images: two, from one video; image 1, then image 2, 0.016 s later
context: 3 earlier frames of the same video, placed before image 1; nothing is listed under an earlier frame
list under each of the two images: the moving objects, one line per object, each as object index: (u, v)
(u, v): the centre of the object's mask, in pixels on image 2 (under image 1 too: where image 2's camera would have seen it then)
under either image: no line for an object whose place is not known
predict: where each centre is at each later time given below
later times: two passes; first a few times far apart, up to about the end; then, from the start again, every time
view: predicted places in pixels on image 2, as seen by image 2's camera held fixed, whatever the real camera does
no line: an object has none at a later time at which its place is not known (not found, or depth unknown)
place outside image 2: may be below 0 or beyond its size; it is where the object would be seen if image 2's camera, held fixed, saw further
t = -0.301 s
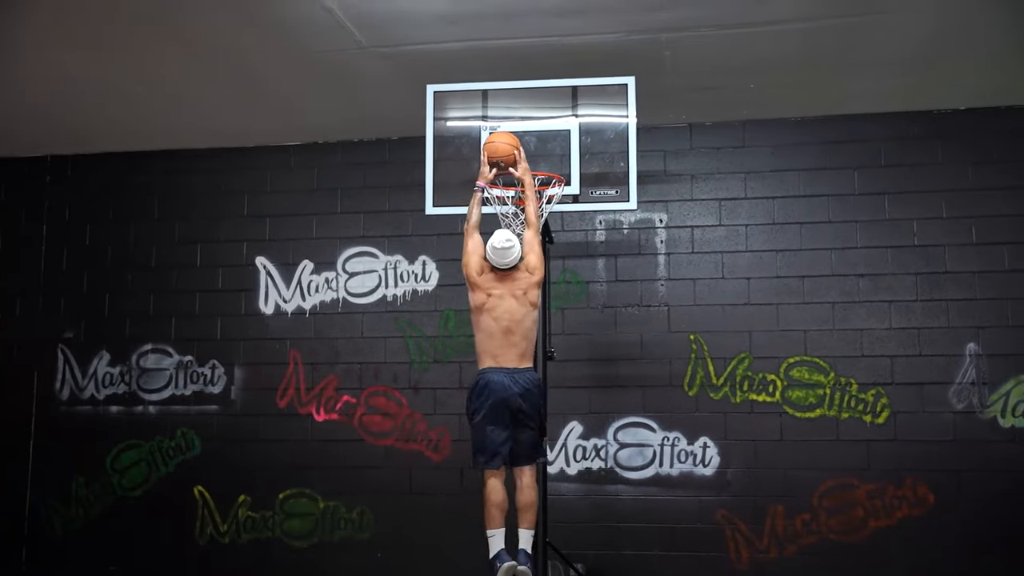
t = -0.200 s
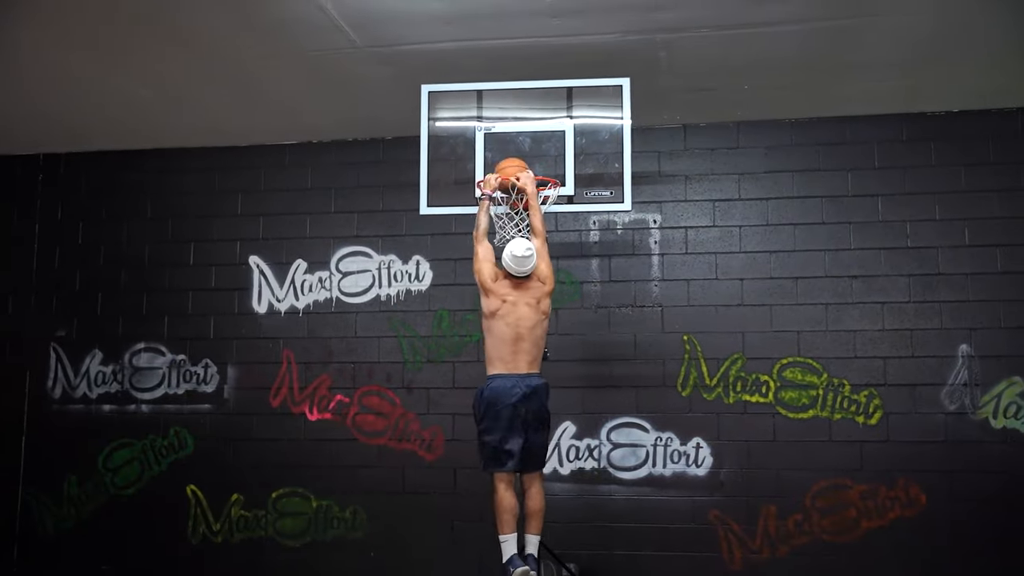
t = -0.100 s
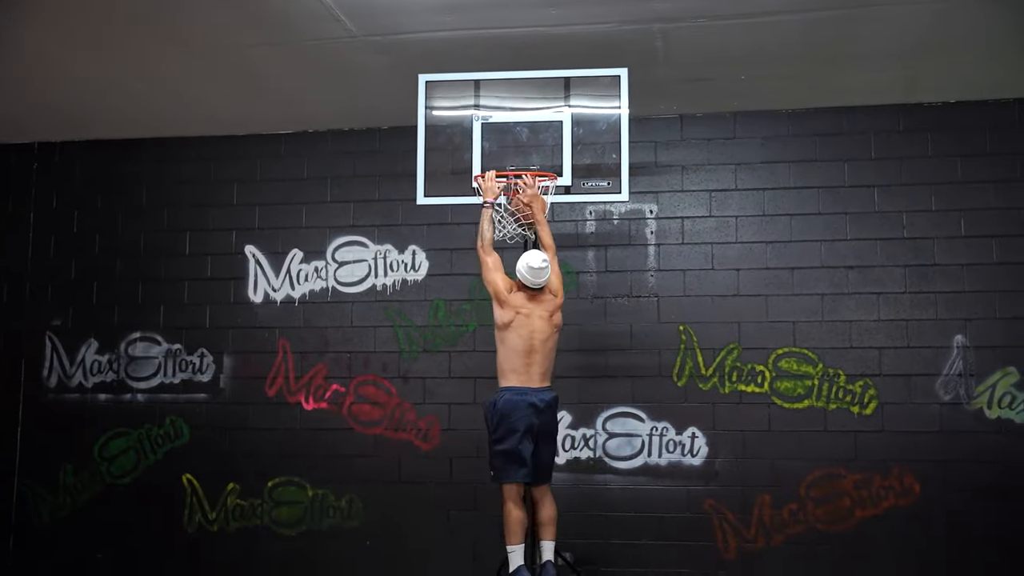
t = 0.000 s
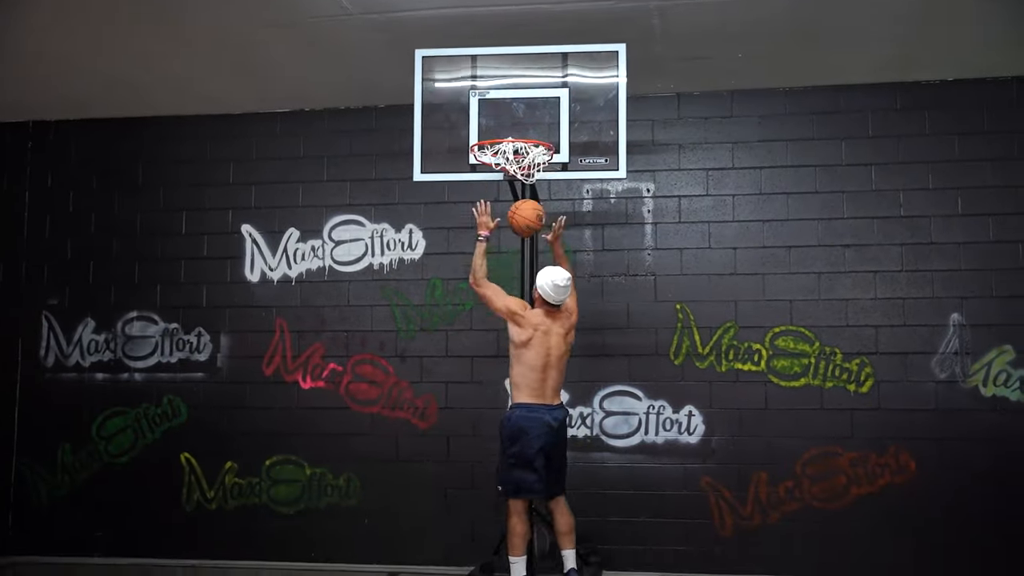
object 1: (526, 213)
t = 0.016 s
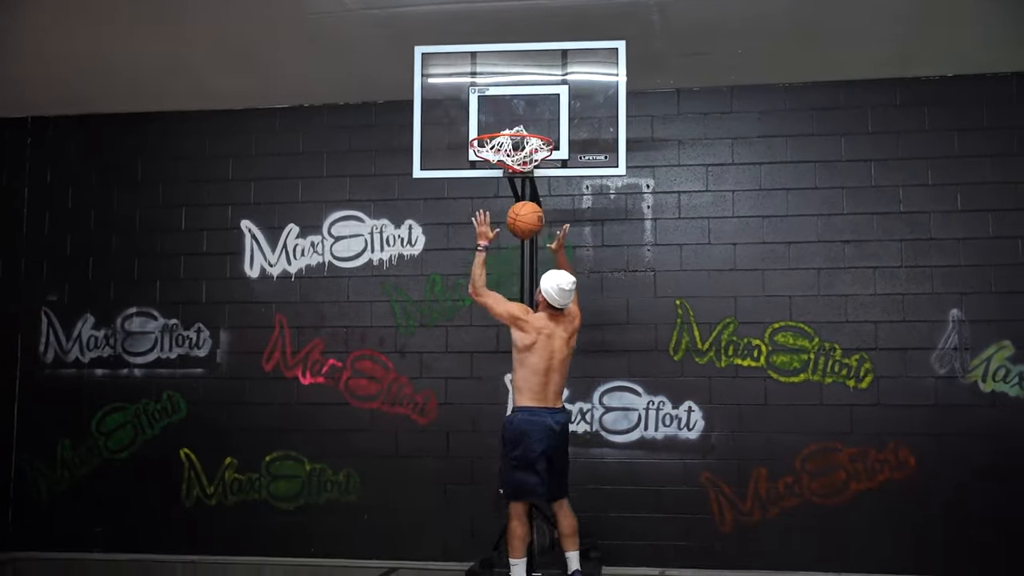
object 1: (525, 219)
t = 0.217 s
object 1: (514, 330)
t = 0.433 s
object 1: (504, 523)
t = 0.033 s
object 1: (523, 226)
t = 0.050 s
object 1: (522, 233)
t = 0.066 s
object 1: (522, 241)
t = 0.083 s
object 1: (521, 250)
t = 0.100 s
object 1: (520, 258)
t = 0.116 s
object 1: (519, 267)
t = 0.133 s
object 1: (518, 277)
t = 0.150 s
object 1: (517, 287)
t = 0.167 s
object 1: (517, 297)
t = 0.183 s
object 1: (516, 308)
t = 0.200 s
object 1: (515, 319)
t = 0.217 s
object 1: (514, 330)
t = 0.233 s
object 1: (512, 343)
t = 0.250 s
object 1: (512, 355)
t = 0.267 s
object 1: (511, 368)
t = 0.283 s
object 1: (511, 382)
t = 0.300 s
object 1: (510, 396)
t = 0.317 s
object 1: (509, 411)
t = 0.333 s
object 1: (508, 425)
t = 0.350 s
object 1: (507, 441)
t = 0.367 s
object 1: (506, 457)
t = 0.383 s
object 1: (506, 472)
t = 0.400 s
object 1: (505, 488)
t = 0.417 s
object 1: (504, 505)
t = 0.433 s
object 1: (504, 523)
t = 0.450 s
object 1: (503, 542)
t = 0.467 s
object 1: (502, 560)
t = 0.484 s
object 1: (502, 581)
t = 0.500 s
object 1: (502, 602)
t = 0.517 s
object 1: (501, 598)
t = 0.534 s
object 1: (499, 582)
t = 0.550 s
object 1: (497, 568)
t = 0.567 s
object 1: (495, 555)
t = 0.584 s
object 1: (494, 541)
